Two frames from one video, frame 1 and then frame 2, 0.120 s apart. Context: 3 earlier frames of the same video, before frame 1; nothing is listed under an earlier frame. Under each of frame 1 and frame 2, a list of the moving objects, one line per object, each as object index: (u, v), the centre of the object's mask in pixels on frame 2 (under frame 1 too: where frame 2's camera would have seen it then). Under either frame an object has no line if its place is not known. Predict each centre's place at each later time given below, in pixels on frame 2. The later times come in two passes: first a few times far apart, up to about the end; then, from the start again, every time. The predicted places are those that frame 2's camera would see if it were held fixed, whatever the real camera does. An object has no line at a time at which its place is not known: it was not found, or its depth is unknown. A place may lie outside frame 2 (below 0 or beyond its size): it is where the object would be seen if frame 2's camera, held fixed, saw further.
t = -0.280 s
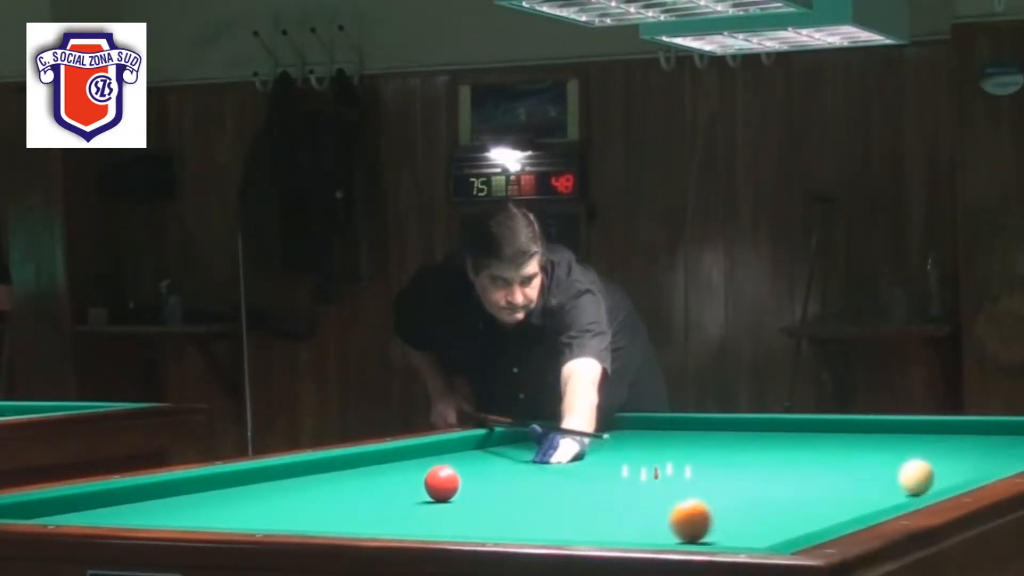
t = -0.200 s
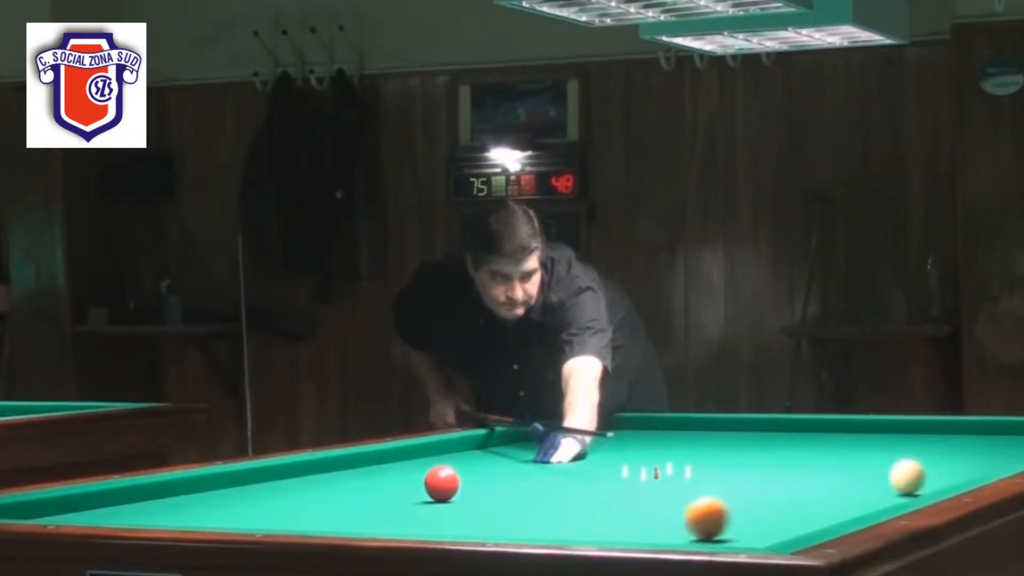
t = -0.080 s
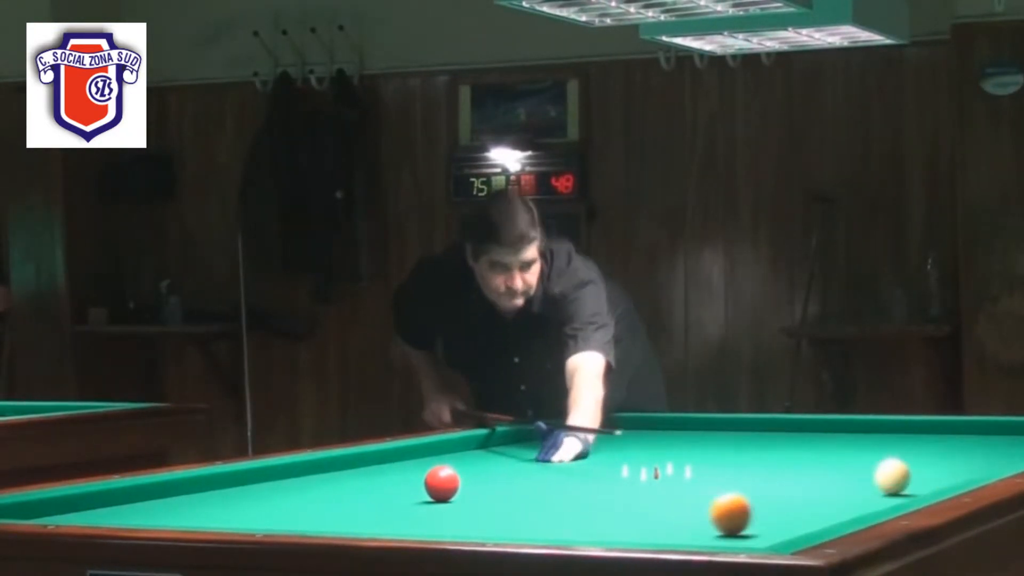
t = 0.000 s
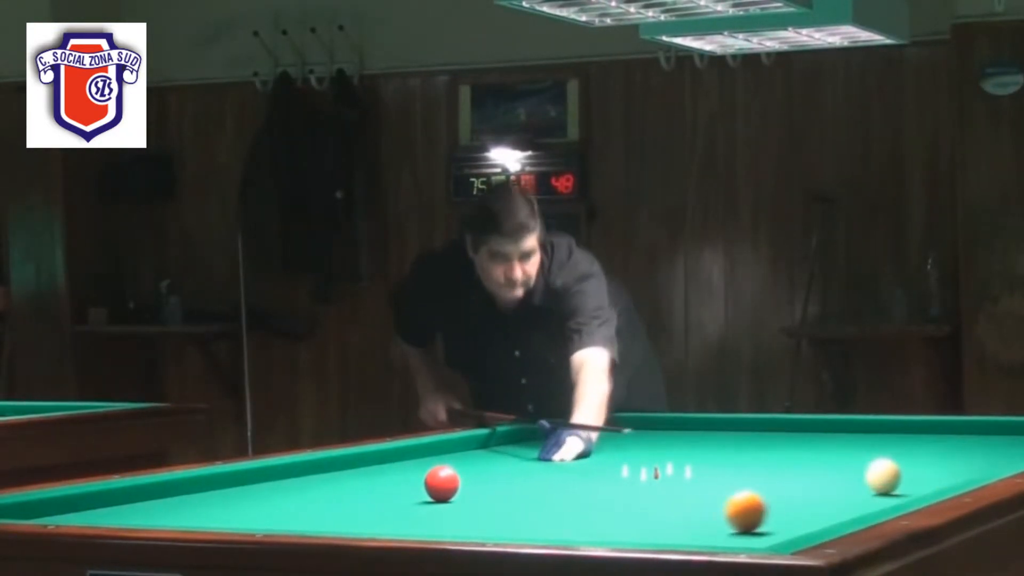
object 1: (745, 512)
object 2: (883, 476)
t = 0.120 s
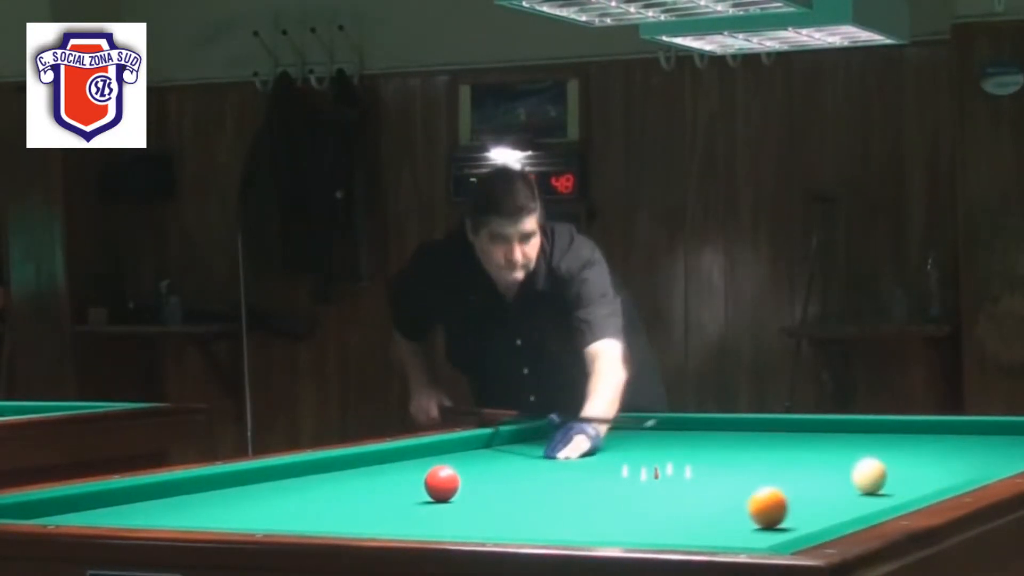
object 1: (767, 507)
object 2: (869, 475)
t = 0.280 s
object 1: (796, 503)
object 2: (851, 475)
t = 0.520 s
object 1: (834, 497)
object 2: (824, 470)
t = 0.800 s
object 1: (874, 491)
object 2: (799, 476)
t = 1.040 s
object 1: (907, 484)
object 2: (777, 475)
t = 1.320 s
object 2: (755, 474)
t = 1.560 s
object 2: (737, 473)
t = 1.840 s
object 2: (717, 472)
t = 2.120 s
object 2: (700, 472)
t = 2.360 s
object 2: (687, 472)
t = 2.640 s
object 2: (673, 471)
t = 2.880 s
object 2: (662, 471)
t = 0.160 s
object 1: (774, 506)
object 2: (865, 476)
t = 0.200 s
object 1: (781, 505)
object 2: (860, 475)
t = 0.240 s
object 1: (788, 504)
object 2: (856, 476)
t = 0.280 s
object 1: (796, 503)
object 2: (851, 475)
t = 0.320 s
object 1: (802, 502)
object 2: (847, 475)
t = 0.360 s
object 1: (808, 501)
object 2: (843, 475)
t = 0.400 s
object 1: (814, 500)
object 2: (839, 475)
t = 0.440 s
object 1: (821, 499)
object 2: (835, 472)
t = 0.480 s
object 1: (828, 497)
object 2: (829, 470)
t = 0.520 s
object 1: (834, 497)
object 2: (824, 470)
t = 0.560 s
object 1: (840, 497)
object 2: (820, 474)
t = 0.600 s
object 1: (845, 495)
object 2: (818, 475)
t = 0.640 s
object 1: (852, 494)
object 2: (814, 475)
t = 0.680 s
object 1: (857, 493)
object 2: (810, 475)
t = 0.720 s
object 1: (863, 492)
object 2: (806, 475)
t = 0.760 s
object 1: (869, 492)
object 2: (803, 476)
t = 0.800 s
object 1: (874, 491)
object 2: (799, 476)
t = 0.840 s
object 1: (880, 490)
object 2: (795, 476)
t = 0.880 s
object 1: (885, 489)
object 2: (792, 475)
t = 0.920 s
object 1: (891, 488)
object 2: (787, 476)
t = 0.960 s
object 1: (896, 486)
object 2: (784, 475)
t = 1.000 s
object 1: (902, 485)
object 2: (781, 475)
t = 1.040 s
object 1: (907, 484)
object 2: (777, 475)
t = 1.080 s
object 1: (912, 483)
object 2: (774, 475)
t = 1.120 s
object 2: (771, 474)
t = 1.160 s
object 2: (767, 474)
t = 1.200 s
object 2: (764, 474)
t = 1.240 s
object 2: (761, 474)
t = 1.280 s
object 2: (758, 473)
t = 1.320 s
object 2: (755, 474)
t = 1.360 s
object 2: (752, 474)
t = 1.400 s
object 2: (748, 474)
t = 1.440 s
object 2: (745, 474)
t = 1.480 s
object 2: (743, 474)
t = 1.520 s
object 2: (739, 474)
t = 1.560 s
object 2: (737, 473)
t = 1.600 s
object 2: (734, 473)
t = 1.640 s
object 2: (731, 473)
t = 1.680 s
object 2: (728, 473)
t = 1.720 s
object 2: (726, 472)
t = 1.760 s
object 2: (722, 473)
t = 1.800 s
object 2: (720, 472)
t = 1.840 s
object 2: (717, 472)
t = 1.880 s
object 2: (715, 472)
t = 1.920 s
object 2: (712, 472)
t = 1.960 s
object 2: (710, 472)
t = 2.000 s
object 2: (708, 472)
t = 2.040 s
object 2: (706, 472)
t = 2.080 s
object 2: (703, 472)
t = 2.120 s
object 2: (700, 472)
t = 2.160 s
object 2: (698, 472)
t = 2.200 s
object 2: (696, 472)
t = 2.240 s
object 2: (694, 472)
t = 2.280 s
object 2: (691, 472)
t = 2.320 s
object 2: (689, 471)
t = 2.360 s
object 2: (687, 472)
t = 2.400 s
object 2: (686, 471)
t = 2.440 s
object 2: (683, 471)
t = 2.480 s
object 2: (681, 472)
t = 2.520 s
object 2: (679, 471)
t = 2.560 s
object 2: (677, 471)
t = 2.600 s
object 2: (675, 471)
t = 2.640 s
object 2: (673, 471)
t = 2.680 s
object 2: (671, 471)
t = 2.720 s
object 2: (668, 471)
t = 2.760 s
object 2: (667, 471)
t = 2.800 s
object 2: (665, 471)
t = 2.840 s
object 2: (664, 471)
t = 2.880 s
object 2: (662, 471)
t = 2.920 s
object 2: (660, 472)
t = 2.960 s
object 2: (659, 473)
